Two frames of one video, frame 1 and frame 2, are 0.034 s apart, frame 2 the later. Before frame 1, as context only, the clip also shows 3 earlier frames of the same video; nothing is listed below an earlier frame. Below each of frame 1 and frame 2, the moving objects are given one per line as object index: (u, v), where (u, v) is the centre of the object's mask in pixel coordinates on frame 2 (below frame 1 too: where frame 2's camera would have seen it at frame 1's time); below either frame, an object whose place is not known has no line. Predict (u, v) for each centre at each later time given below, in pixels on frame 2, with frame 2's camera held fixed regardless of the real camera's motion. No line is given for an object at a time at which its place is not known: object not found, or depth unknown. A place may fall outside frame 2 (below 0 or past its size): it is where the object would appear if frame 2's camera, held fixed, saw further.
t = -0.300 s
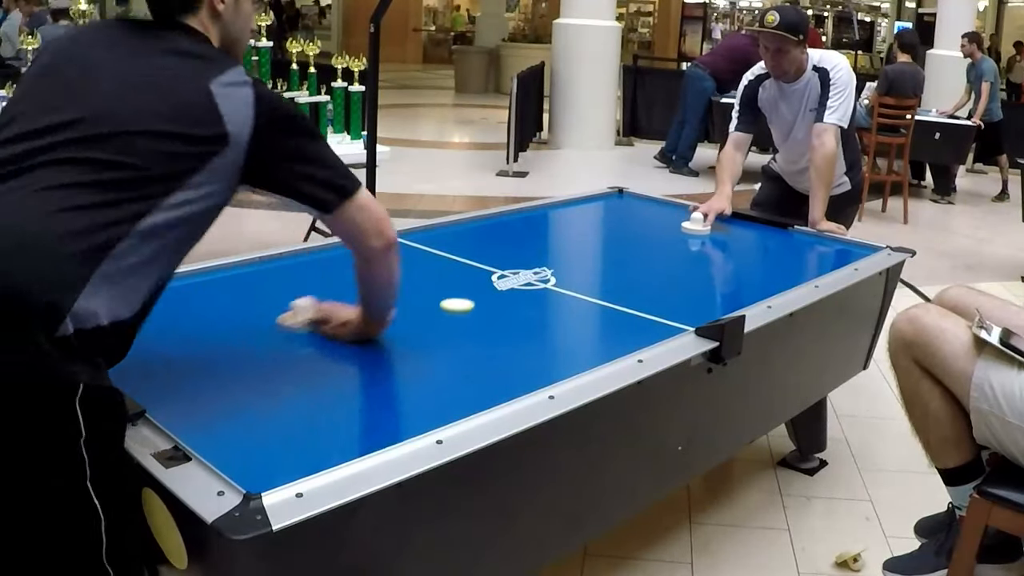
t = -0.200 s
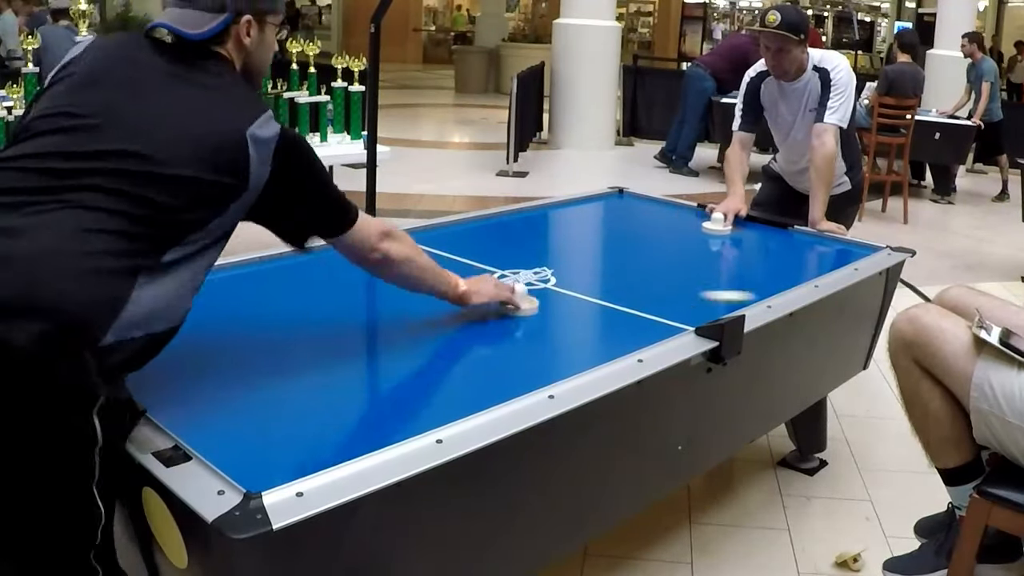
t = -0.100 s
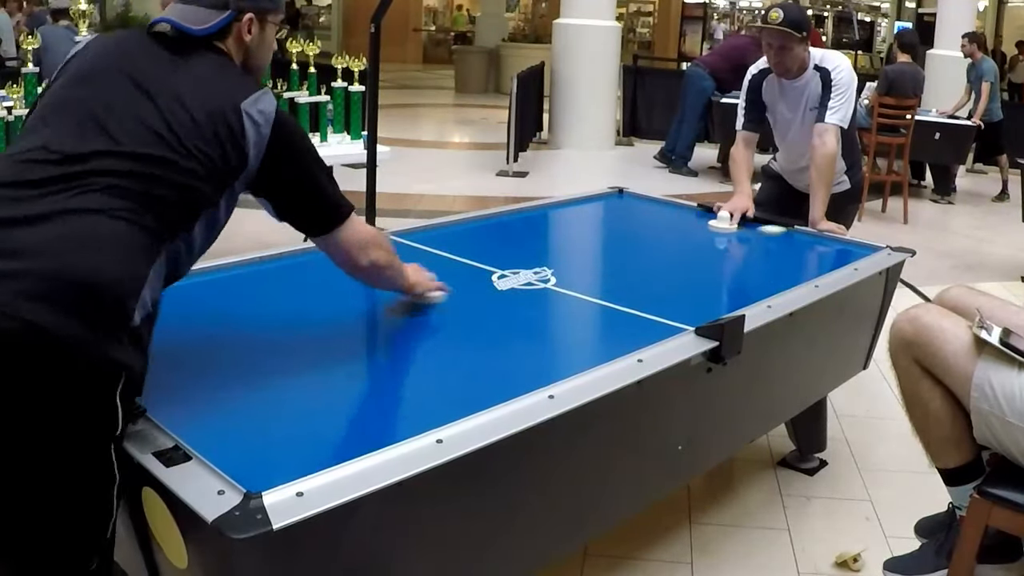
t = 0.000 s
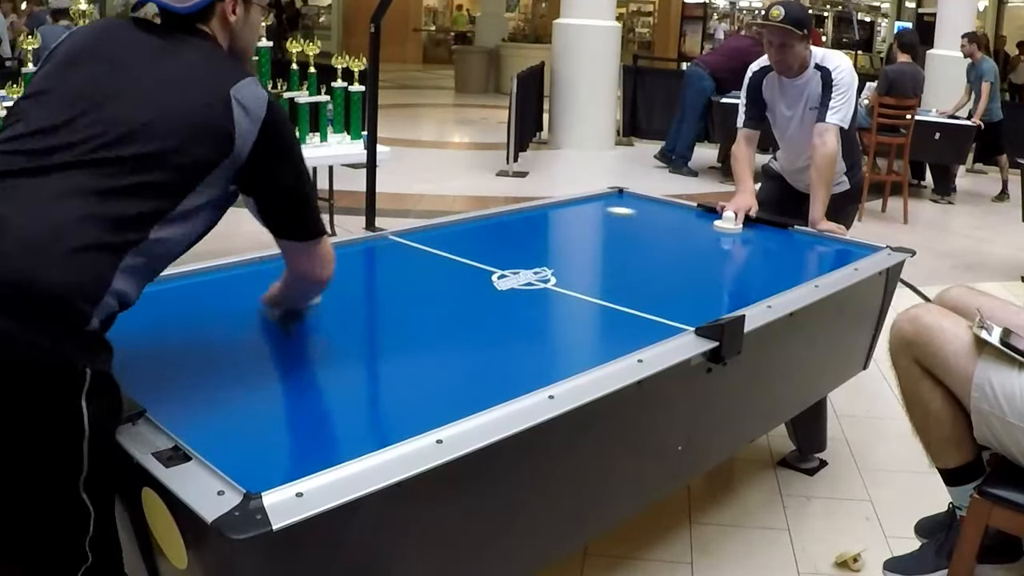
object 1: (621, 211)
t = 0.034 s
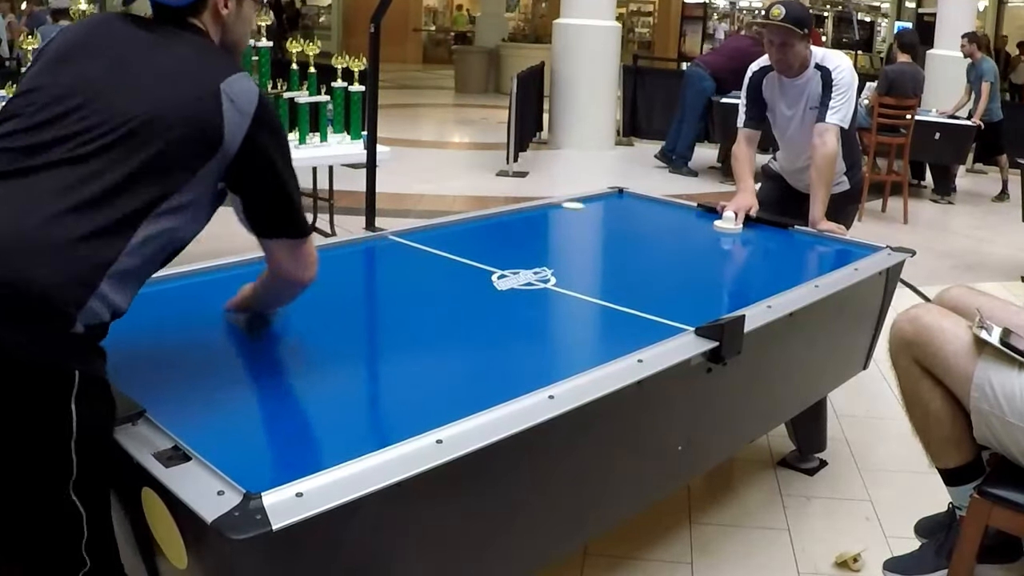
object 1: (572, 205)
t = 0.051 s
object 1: (581, 210)
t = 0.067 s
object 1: (592, 215)
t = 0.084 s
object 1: (603, 220)
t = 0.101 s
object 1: (614, 225)
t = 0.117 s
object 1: (626, 231)
